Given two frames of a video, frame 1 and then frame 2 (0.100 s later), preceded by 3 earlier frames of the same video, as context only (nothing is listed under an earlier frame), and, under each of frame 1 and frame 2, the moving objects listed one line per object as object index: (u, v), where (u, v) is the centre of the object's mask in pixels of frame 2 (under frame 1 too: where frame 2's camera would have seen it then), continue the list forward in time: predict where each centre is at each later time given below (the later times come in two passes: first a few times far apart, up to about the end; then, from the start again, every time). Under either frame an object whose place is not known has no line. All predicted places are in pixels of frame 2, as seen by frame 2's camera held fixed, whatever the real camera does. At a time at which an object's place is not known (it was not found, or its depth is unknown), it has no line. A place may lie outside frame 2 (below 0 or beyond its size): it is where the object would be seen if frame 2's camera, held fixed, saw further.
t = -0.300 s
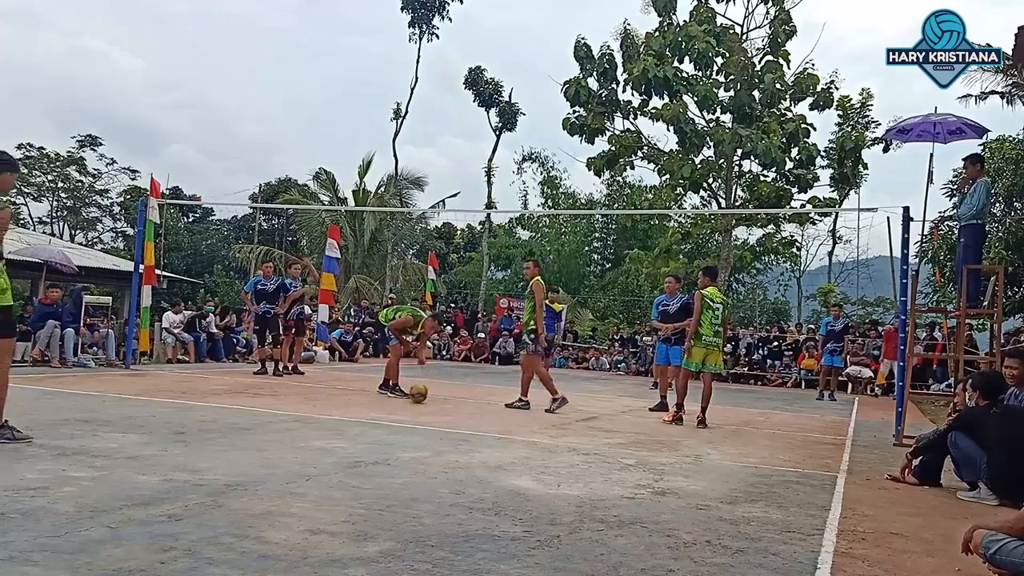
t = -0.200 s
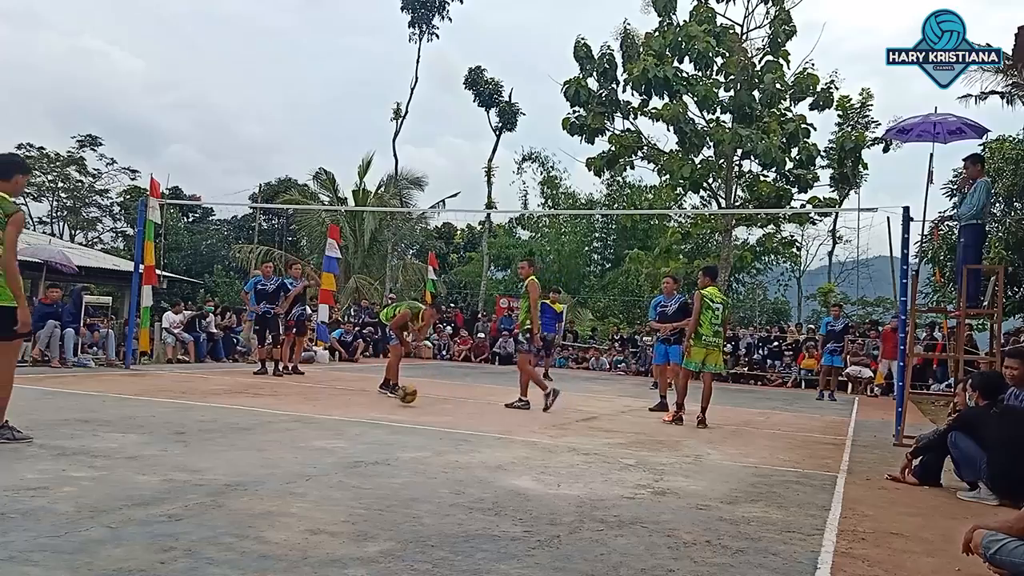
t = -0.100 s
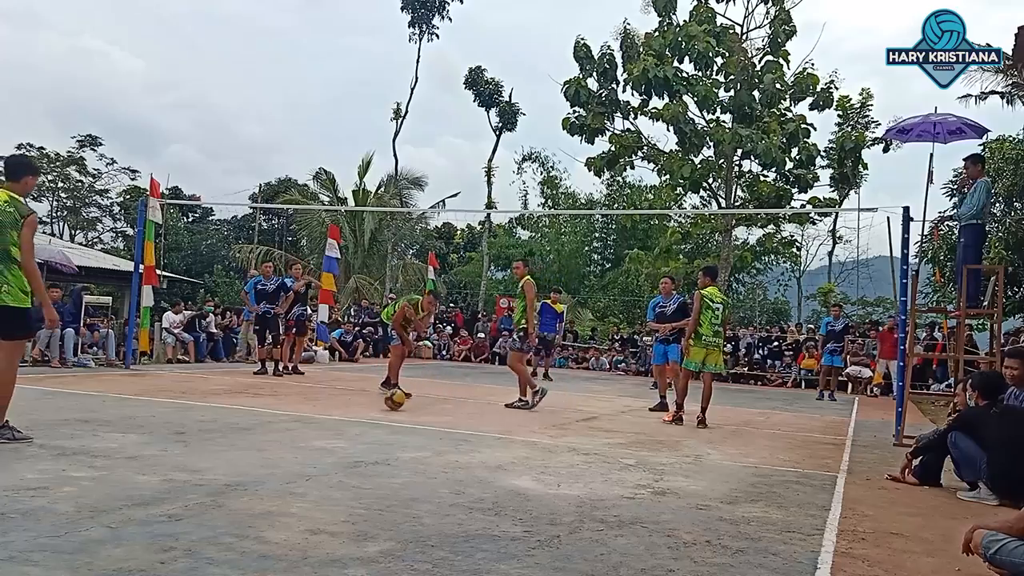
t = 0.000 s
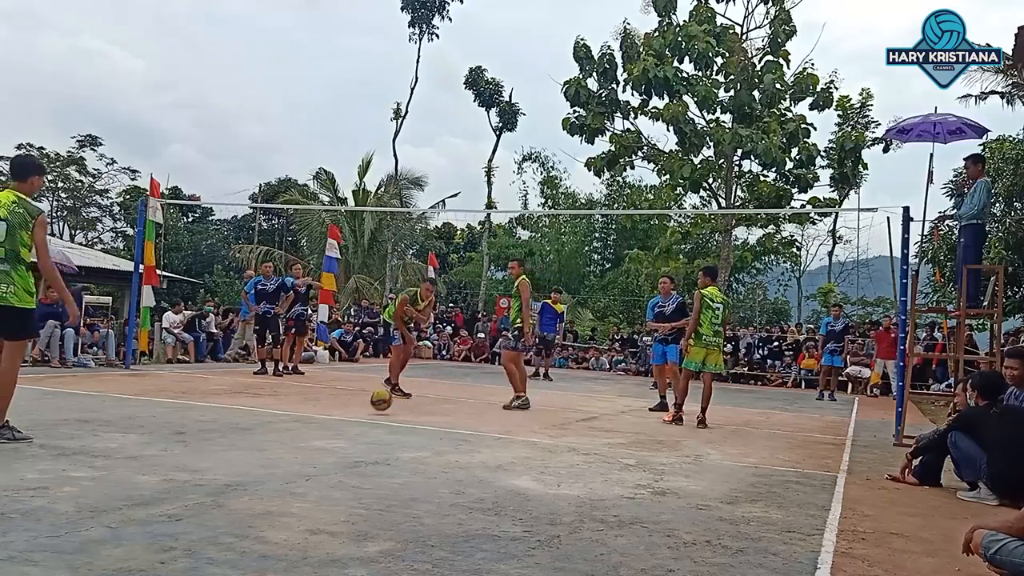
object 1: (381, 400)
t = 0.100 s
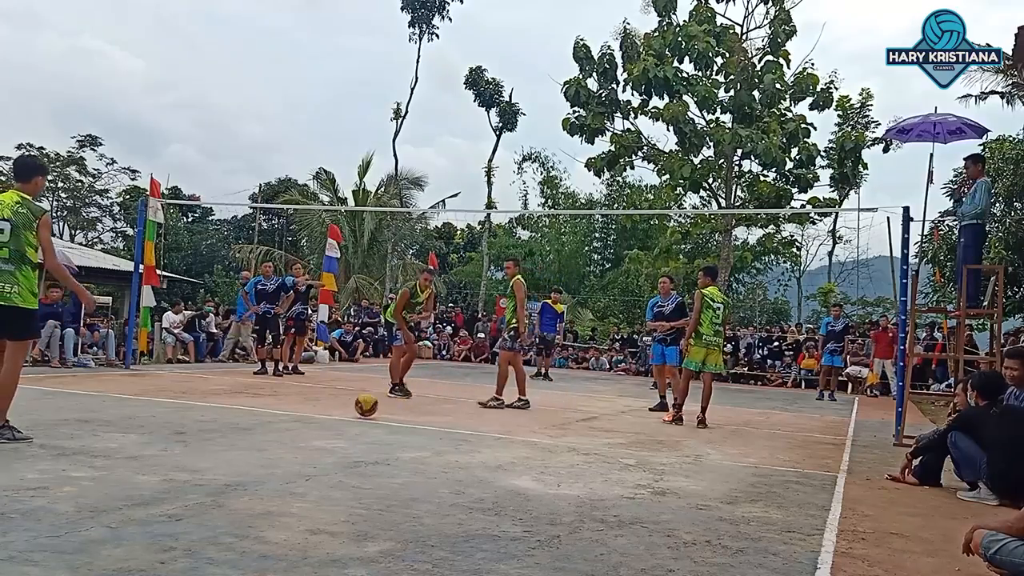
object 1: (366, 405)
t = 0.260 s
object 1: (338, 412)
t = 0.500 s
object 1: (288, 422)
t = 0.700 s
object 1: (233, 437)
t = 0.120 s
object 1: (363, 406)
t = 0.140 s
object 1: (359, 407)
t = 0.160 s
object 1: (355, 409)
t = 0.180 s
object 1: (353, 409)
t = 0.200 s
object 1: (350, 411)
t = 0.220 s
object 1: (346, 411)
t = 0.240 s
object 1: (342, 411)
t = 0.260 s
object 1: (338, 412)
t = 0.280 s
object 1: (334, 413)
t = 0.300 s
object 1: (330, 415)
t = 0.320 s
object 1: (326, 416)
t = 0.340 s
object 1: (323, 416)
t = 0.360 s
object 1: (319, 416)
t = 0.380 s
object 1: (315, 416)
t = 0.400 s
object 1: (311, 416)
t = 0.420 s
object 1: (306, 418)
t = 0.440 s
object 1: (302, 420)
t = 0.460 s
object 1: (297, 423)
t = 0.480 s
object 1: (293, 423)
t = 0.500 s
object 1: (288, 422)
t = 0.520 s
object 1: (283, 421)
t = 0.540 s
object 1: (278, 422)
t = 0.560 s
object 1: (273, 422)
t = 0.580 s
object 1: (268, 423)
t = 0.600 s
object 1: (262, 424)
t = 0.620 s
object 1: (257, 427)
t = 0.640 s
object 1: (251, 430)
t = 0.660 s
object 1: (245, 435)
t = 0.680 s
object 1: (239, 437)
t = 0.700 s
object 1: (233, 437)
